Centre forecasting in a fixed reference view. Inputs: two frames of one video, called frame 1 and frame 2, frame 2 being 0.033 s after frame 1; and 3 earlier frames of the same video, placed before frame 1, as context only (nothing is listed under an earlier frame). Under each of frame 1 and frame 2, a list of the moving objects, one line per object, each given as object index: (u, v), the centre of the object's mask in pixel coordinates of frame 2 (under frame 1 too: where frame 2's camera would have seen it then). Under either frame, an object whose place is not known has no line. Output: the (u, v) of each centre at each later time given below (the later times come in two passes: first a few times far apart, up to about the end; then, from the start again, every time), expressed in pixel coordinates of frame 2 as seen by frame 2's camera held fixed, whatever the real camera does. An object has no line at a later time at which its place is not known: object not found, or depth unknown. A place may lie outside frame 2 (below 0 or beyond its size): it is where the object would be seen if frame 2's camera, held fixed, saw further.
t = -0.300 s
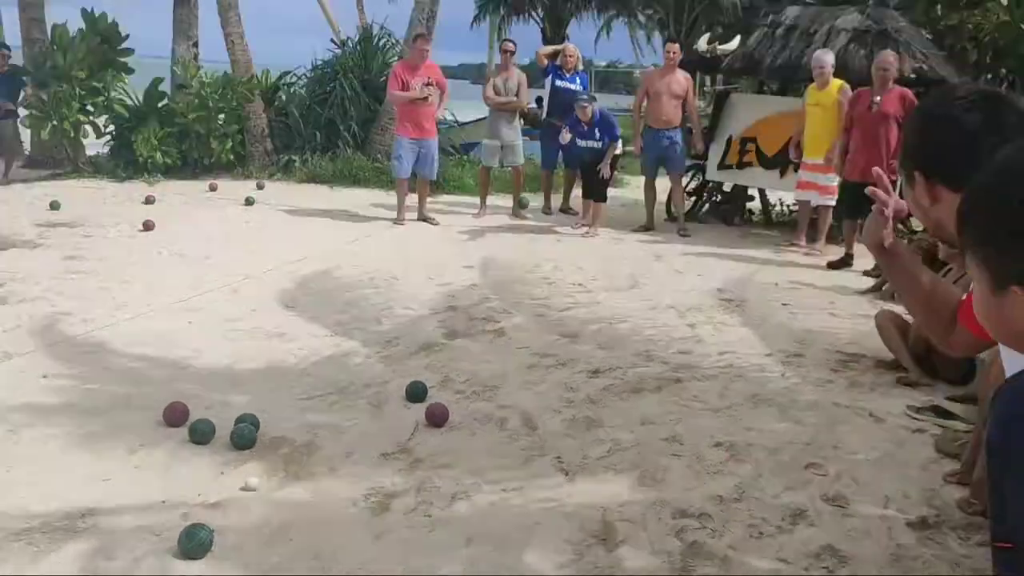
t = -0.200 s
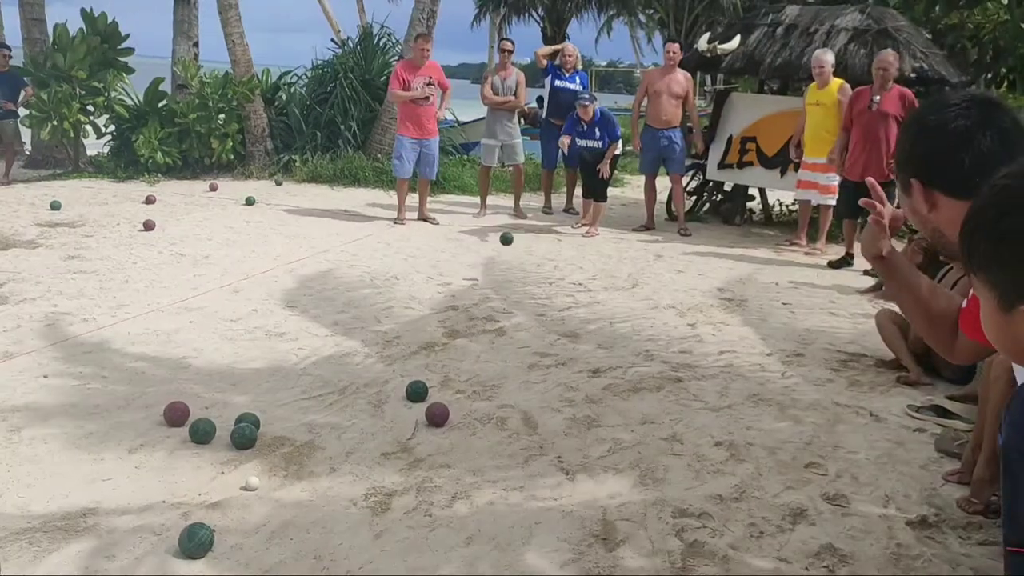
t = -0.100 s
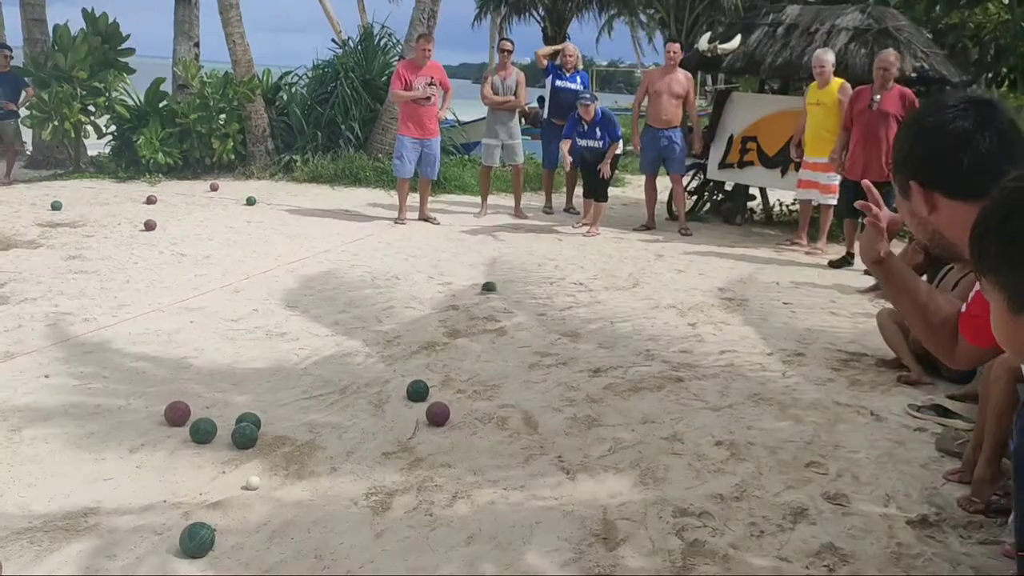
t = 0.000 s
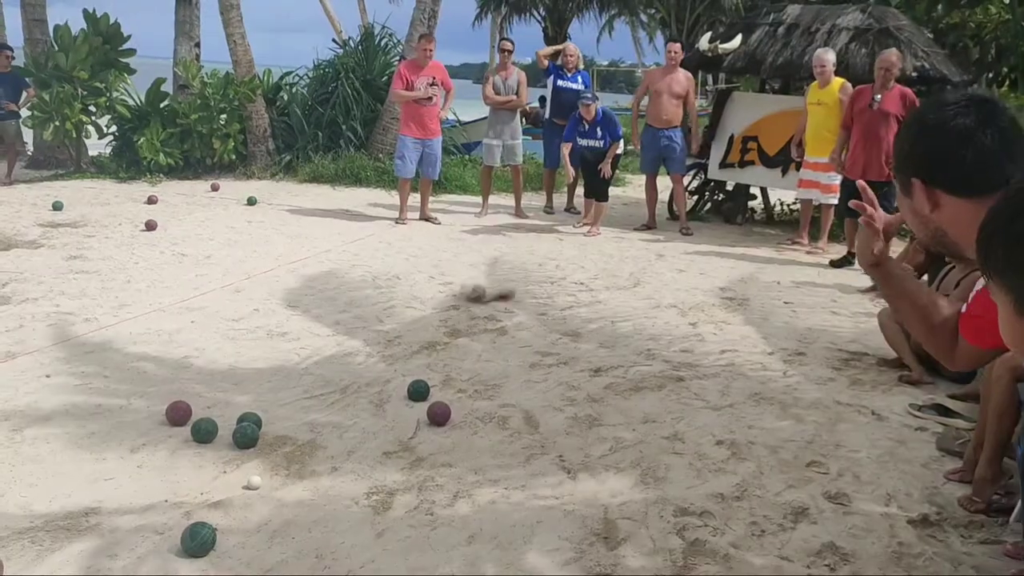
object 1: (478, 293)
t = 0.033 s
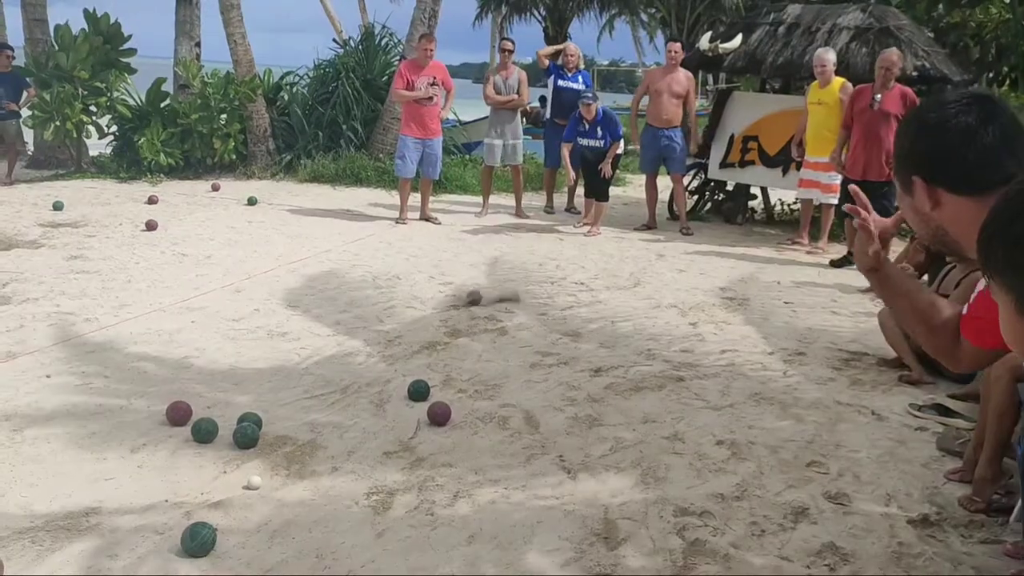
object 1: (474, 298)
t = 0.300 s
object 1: (435, 319)
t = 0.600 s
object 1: (385, 342)
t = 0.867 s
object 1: (340, 355)
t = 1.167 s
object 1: (291, 376)
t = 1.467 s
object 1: (244, 394)
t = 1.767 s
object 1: (205, 409)
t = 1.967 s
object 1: (196, 414)
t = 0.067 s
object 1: (469, 300)
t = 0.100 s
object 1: (465, 302)
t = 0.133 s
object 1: (460, 304)
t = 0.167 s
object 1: (456, 306)
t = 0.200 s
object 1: (451, 310)
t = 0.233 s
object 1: (446, 315)
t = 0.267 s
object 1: (440, 317)
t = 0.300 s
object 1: (435, 319)
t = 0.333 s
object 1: (430, 321)
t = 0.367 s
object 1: (425, 322)
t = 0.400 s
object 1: (419, 324)
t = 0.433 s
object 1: (414, 327)
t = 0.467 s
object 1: (408, 329)
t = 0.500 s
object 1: (403, 332)
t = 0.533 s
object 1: (397, 335)
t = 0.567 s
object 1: (391, 339)
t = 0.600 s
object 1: (385, 342)
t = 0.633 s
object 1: (379, 343)
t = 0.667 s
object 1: (373, 345)
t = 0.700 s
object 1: (367, 346)
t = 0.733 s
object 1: (362, 348)
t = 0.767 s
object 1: (356, 350)
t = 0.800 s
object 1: (351, 351)
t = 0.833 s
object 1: (345, 353)
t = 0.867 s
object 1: (340, 355)
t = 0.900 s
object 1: (335, 357)
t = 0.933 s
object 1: (330, 359)
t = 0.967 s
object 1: (325, 361)
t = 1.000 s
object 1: (319, 363)
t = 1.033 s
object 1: (314, 365)
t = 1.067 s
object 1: (309, 369)
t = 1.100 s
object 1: (303, 372)
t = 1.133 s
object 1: (297, 373)
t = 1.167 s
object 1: (291, 376)
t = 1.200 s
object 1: (286, 378)
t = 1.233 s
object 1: (279, 381)
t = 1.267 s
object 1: (274, 383)
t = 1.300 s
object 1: (269, 384)
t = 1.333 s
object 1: (264, 386)
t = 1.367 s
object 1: (259, 388)
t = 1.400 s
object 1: (254, 390)
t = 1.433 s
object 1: (249, 392)
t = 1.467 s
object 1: (244, 394)
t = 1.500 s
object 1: (239, 396)
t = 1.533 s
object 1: (234, 398)
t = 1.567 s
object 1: (230, 399)
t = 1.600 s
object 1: (225, 401)
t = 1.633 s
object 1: (221, 403)
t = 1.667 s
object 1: (217, 405)
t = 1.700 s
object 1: (213, 407)
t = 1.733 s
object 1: (208, 408)
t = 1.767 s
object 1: (205, 409)
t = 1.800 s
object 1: (204, 410)
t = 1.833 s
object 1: (203, 411)
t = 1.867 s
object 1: (201, 412)
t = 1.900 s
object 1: (200, 412)
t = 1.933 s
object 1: (198, 413)
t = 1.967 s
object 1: (196, 414)
